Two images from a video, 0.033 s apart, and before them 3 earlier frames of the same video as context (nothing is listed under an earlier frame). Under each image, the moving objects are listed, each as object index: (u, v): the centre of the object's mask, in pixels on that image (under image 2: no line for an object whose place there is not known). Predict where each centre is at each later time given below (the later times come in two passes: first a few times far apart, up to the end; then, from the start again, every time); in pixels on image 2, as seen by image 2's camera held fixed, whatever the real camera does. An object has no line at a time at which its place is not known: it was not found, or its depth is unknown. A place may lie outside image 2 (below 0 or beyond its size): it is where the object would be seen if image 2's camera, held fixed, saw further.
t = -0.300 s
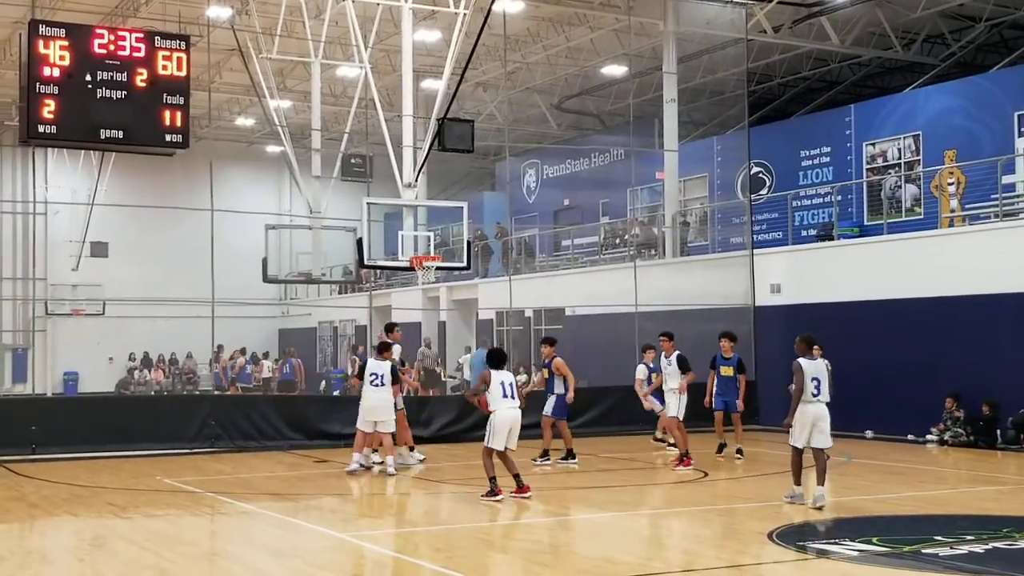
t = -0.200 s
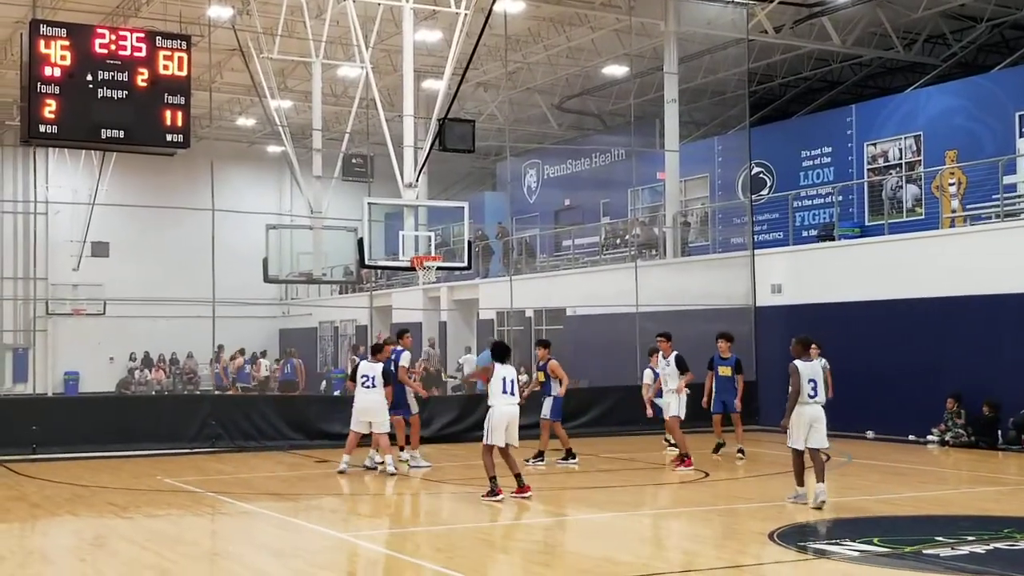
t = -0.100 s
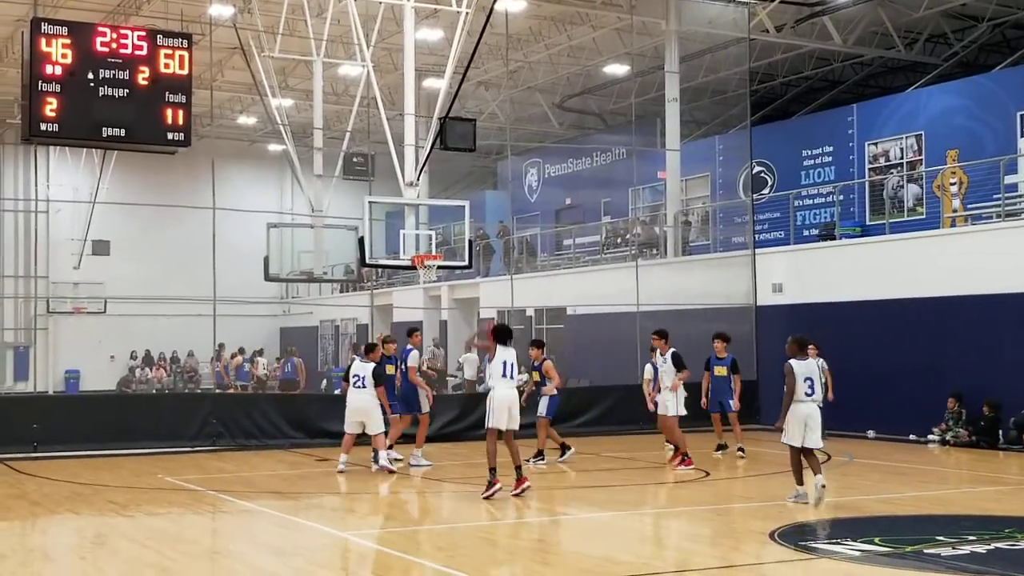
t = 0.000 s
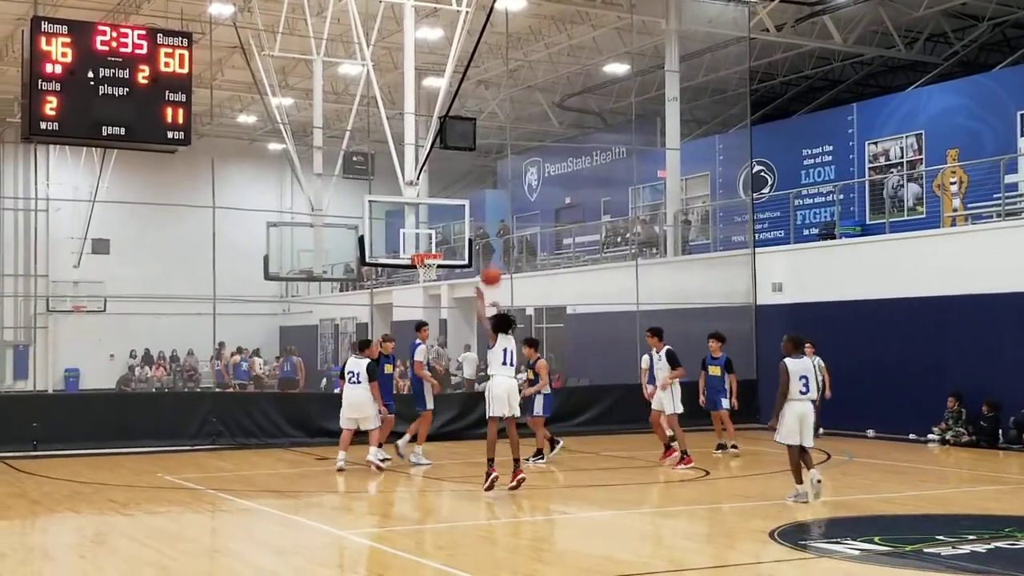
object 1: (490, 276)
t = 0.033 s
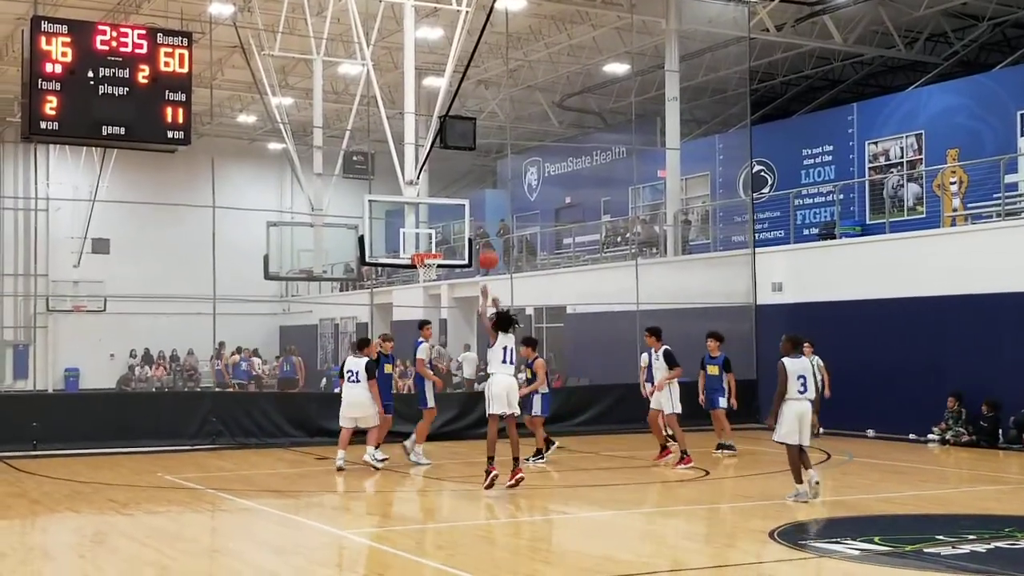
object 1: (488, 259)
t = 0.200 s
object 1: (475, 195)
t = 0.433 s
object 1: (459, 152)
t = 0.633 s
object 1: (447, 149)
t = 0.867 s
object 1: (435, 177)
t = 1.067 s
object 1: (426, 228)
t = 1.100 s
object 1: (424, 239)
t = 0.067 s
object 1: (485, 245)
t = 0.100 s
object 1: (482, 230)
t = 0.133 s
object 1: (480, 218)
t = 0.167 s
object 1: (478, 206)
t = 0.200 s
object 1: (475, 195)
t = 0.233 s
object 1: (473, 185)
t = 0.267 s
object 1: (470, 177)
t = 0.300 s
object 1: (468, 171)
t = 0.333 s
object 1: (466, 164)
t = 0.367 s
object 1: (464, 159)
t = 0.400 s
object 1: (461, 155)
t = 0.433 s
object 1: (459, 152)
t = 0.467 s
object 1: (457, 149)
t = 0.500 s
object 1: (455, 147)
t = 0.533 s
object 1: (452, 146)
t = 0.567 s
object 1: (450, 146)
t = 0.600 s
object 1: (448, 147)
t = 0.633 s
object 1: (447, 149)
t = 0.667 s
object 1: (445, 150)
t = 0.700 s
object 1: (443, 153)
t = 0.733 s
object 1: (441, 156)
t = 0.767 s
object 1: (440, 161)
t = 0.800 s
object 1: (438, 165)
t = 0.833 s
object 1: (437, 171)
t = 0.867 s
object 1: (435, 177)
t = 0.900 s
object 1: (433, 185)
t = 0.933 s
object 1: (432, 192)
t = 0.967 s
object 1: (430, 201)
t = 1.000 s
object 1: (429, 210)
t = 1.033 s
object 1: (427, 218)
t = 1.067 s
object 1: (426, 228)
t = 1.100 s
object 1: (424, 239)
